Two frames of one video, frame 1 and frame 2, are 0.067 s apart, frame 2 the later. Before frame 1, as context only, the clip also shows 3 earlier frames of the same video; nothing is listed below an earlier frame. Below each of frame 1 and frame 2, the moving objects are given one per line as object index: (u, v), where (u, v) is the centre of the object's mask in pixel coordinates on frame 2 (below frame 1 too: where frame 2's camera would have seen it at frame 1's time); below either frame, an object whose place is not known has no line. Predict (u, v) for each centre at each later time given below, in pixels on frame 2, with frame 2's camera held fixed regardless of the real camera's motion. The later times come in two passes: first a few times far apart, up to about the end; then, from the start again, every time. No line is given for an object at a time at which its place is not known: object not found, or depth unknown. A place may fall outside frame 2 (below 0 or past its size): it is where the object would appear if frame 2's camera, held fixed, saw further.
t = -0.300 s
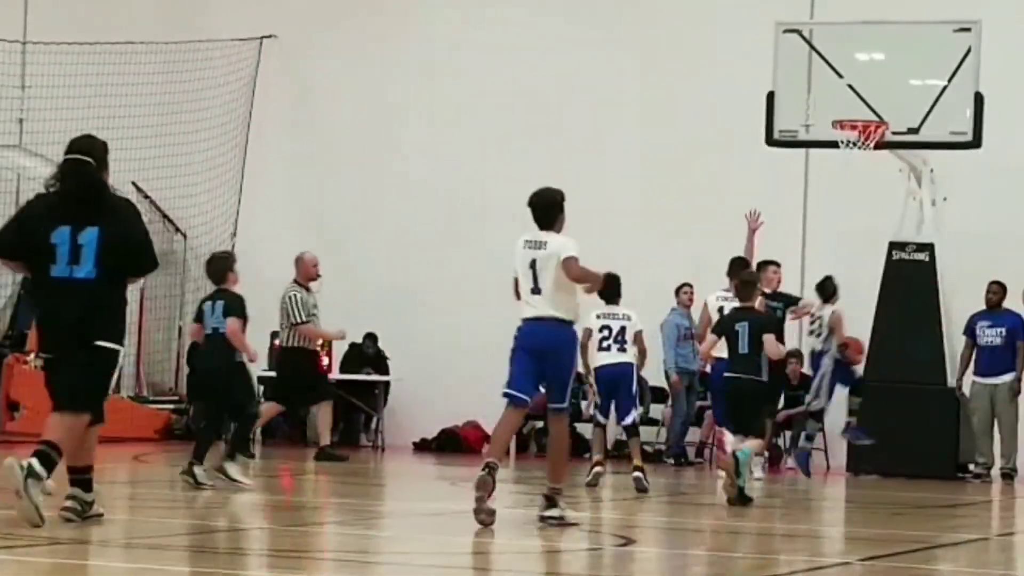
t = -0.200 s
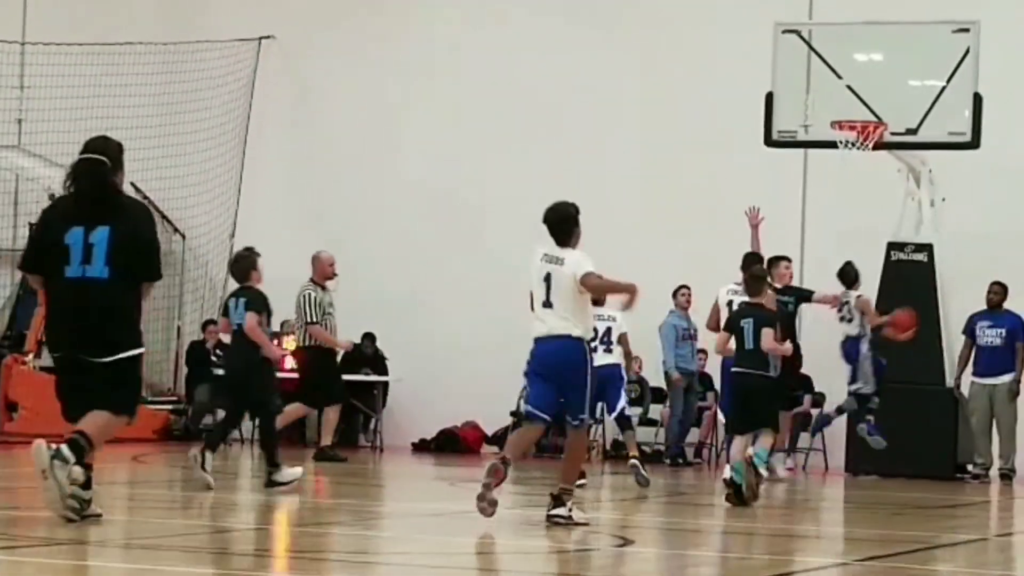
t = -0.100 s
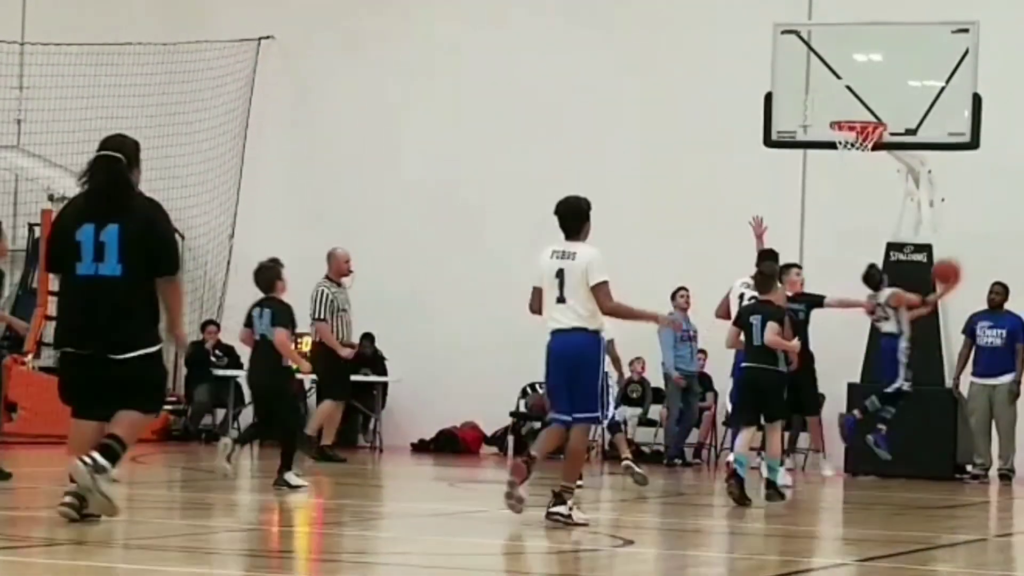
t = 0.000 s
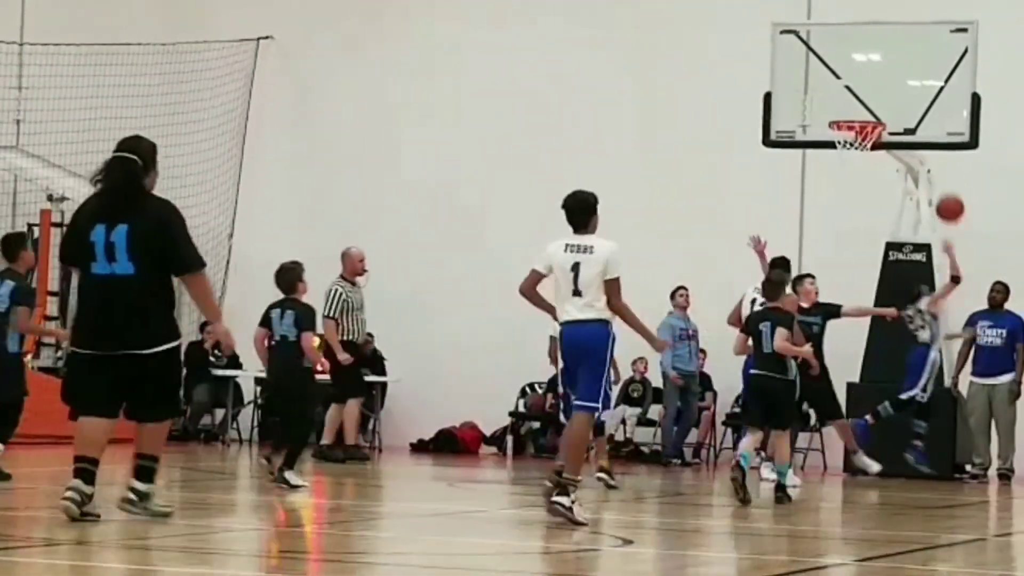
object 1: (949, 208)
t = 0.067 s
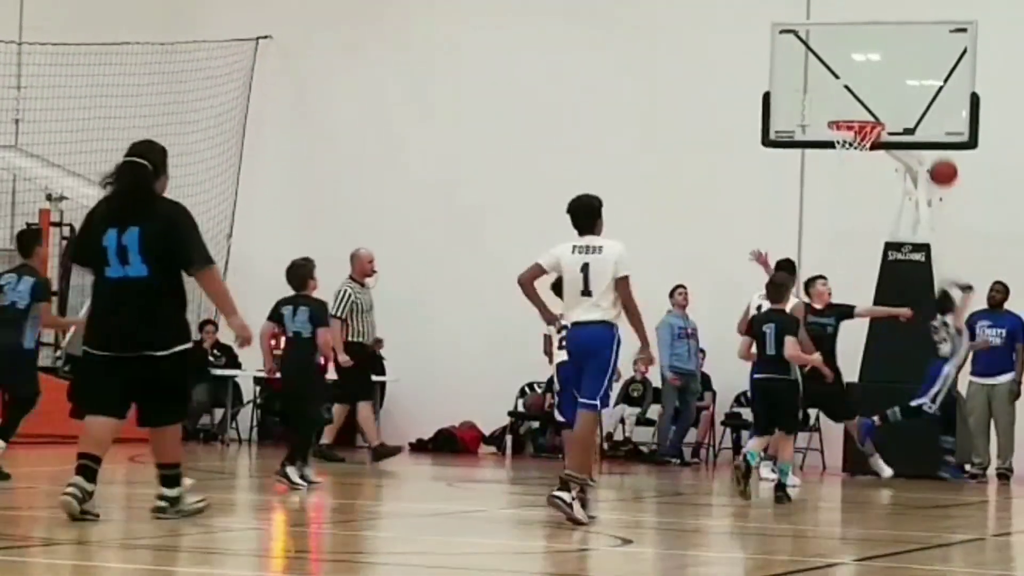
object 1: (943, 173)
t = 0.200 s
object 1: (932, 117)
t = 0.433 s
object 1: (911, 71)
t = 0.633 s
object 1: (884, 85)
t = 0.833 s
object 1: (839, 139)
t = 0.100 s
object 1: (940, 156)
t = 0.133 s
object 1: (938, 142)
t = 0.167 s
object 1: (935, 129)
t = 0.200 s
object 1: (932, 117)
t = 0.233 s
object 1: (929, 106)
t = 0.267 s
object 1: (926, 98)
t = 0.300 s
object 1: (923, 89)
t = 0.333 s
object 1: (920, 83)
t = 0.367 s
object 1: (917, 77)
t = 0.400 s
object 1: (914, 74)
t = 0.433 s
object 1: (911, 71)
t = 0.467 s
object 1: (908, 69)
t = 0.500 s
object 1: (905, 69)
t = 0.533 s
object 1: (900, 71)
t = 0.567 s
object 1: (895, 75)
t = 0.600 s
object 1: (890, 79)
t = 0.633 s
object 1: (884, 85)
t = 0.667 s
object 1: (878, 92)
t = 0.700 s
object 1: (872, 100)
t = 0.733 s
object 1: (867, 109)
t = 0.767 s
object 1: (860, 115)
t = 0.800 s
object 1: (853, 132)
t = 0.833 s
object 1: (839, 139)
